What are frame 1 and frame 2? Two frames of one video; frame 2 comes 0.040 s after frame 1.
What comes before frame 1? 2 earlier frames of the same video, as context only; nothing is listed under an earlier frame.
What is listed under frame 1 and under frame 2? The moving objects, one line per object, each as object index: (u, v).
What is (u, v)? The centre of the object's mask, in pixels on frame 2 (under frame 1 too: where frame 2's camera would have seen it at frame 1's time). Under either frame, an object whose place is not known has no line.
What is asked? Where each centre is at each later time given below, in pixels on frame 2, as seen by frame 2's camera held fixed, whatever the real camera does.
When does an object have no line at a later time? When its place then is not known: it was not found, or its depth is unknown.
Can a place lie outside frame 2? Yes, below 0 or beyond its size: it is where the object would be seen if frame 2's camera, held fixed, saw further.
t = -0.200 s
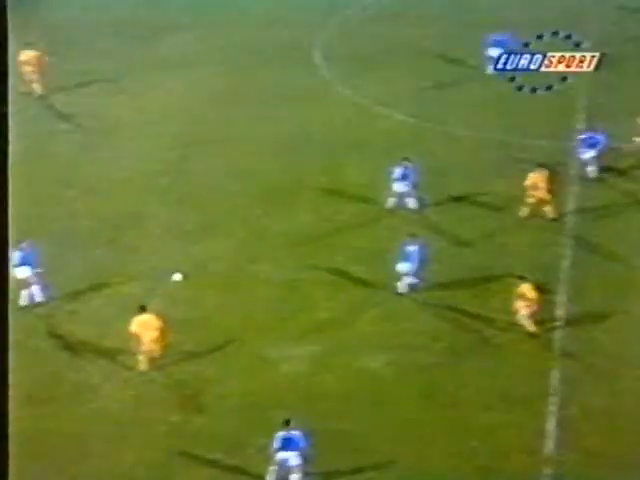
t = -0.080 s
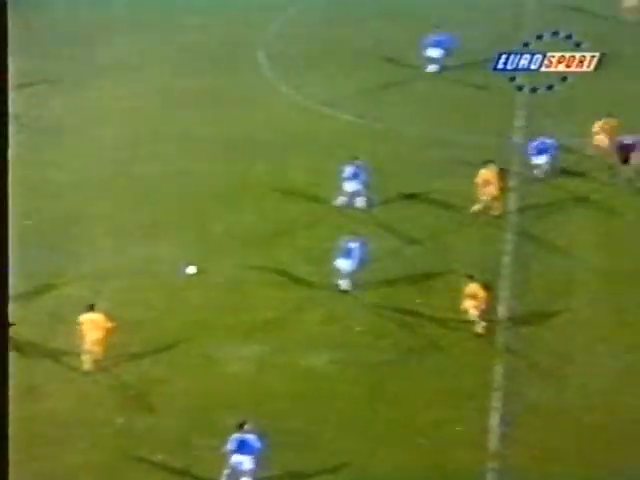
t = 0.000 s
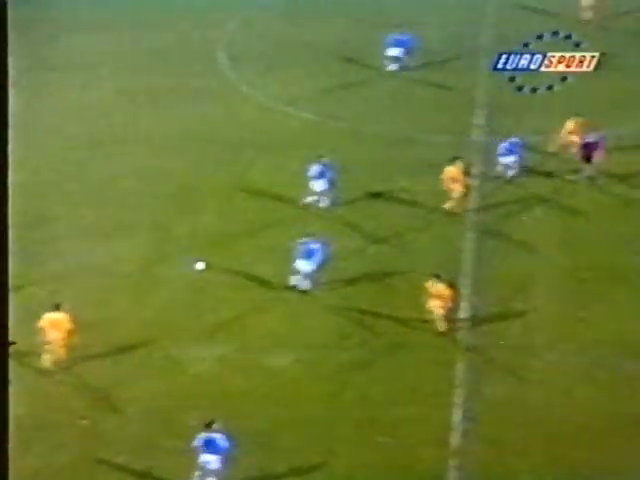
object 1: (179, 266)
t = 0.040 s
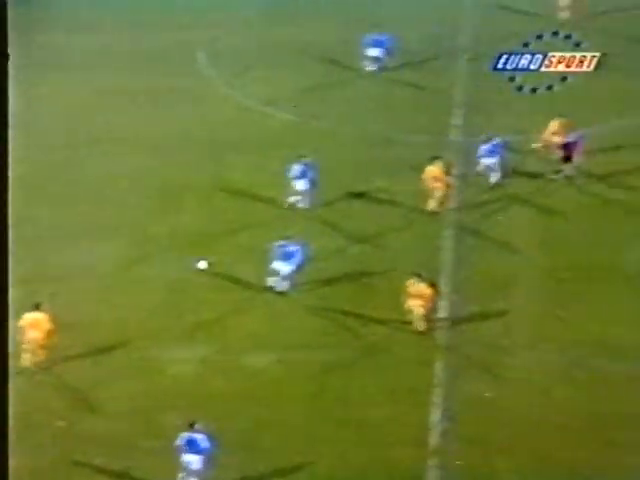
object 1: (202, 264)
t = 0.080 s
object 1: (225, 264)
